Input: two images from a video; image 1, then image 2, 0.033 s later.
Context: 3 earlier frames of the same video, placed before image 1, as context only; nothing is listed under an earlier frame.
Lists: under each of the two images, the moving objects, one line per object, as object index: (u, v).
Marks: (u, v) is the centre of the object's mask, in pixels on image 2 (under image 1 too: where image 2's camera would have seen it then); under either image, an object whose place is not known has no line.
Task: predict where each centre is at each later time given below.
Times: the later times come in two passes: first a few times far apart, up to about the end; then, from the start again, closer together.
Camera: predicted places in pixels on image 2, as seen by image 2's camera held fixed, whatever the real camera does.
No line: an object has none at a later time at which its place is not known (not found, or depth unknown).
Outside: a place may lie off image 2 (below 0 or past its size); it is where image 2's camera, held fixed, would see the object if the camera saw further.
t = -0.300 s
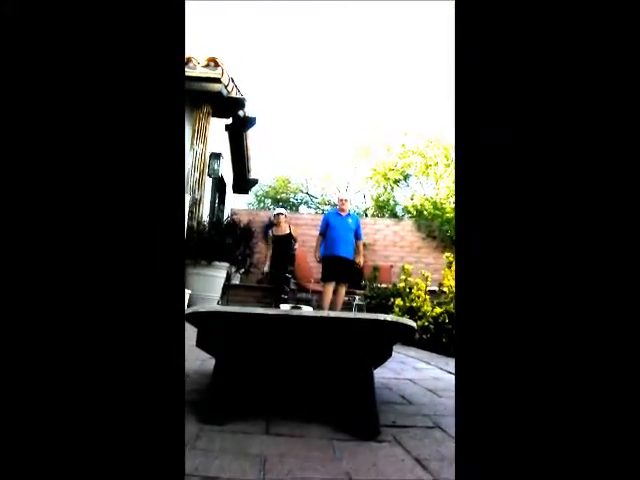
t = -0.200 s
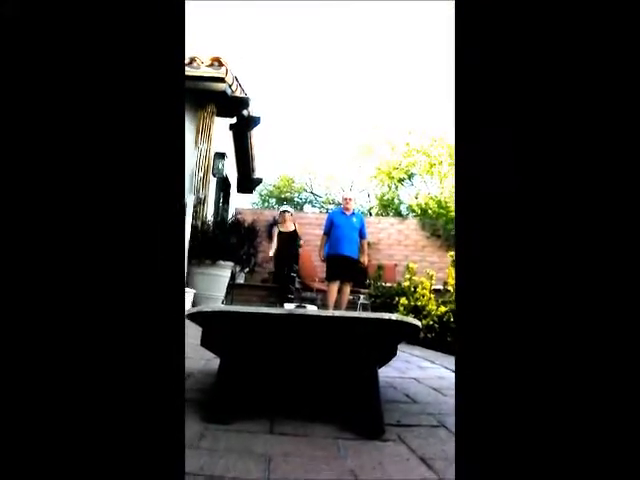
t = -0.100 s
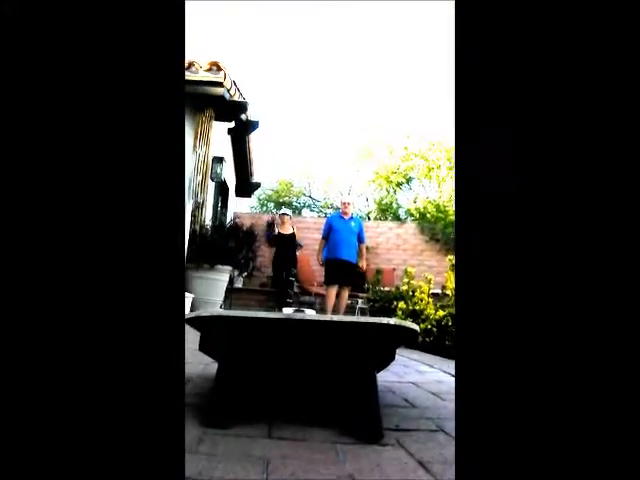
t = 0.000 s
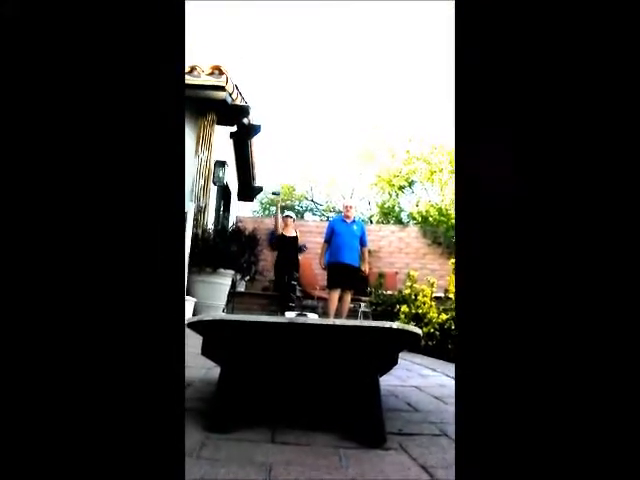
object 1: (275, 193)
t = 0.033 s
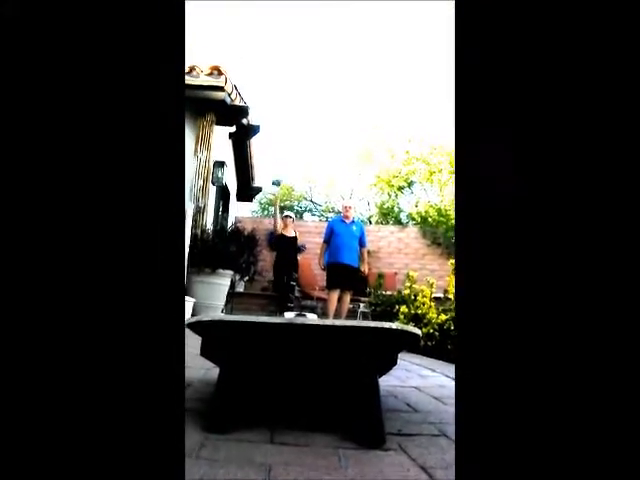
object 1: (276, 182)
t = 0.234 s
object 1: (284, 122)
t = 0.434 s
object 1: (291, 84)
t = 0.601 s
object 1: (300, 83)
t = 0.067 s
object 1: (277, 171)
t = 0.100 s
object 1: (279, 161)
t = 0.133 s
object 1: (280, 150)
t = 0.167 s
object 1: (281, 140)
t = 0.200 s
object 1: (282, 131)
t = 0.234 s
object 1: (284, 122)
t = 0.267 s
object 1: (285, 114)
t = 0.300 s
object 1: (286, 107)
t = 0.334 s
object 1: (288, 100)
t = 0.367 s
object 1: (288, 94)
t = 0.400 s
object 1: (289, 89)
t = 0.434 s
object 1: (291, 84)
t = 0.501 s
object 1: (294, 78)
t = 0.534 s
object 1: (296, 78)
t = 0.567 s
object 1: (298, 79)
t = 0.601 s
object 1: (300, 83)
